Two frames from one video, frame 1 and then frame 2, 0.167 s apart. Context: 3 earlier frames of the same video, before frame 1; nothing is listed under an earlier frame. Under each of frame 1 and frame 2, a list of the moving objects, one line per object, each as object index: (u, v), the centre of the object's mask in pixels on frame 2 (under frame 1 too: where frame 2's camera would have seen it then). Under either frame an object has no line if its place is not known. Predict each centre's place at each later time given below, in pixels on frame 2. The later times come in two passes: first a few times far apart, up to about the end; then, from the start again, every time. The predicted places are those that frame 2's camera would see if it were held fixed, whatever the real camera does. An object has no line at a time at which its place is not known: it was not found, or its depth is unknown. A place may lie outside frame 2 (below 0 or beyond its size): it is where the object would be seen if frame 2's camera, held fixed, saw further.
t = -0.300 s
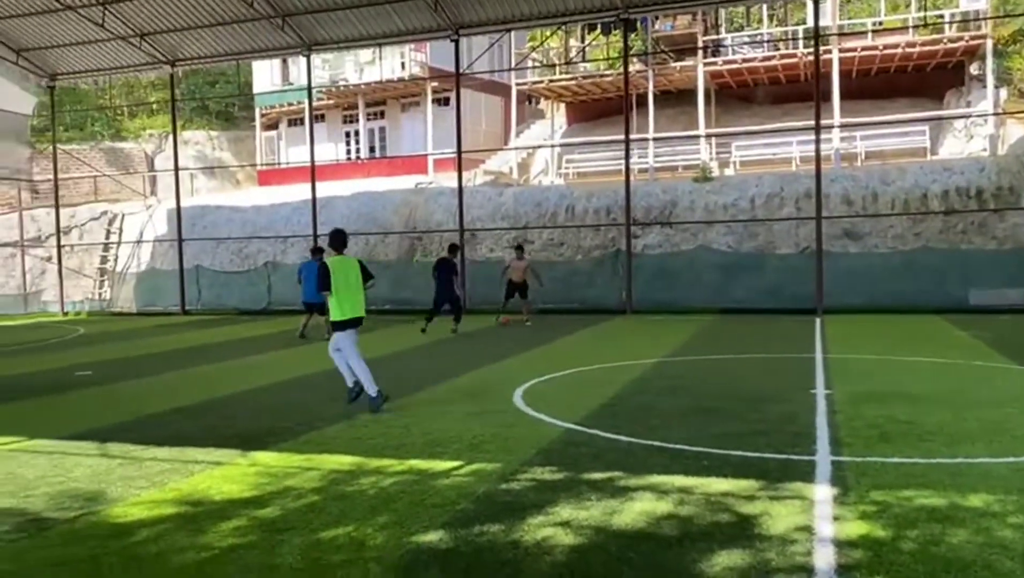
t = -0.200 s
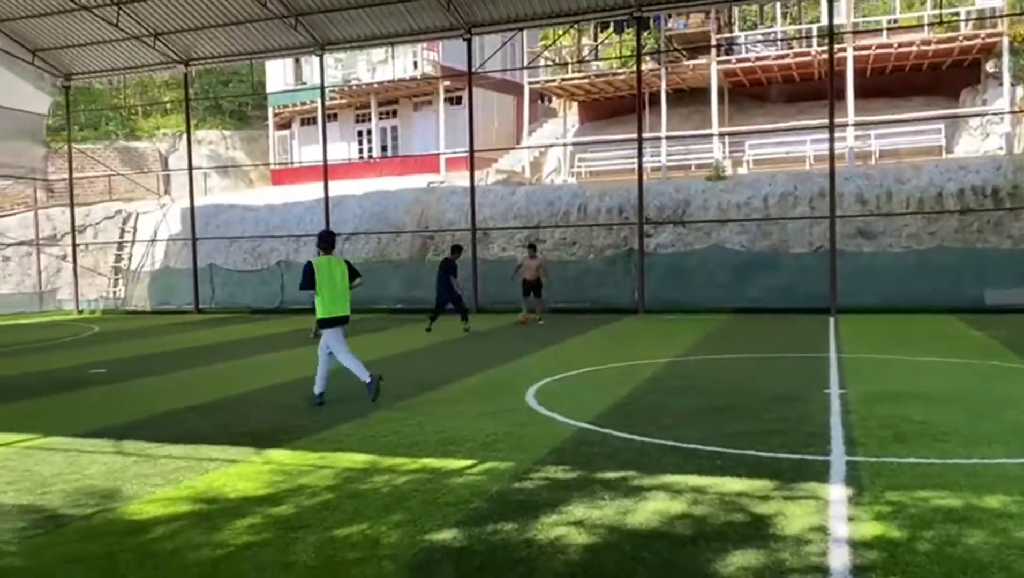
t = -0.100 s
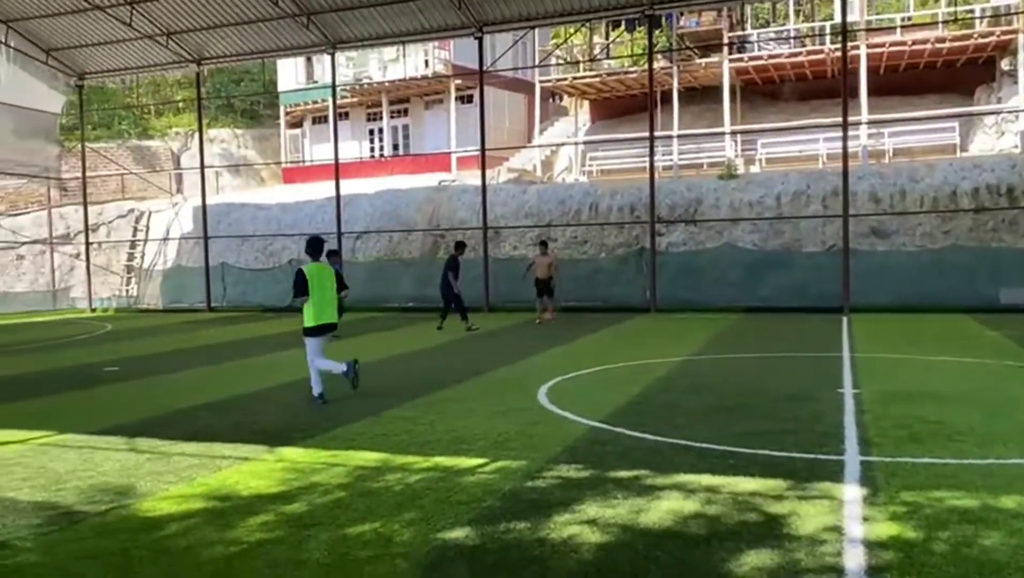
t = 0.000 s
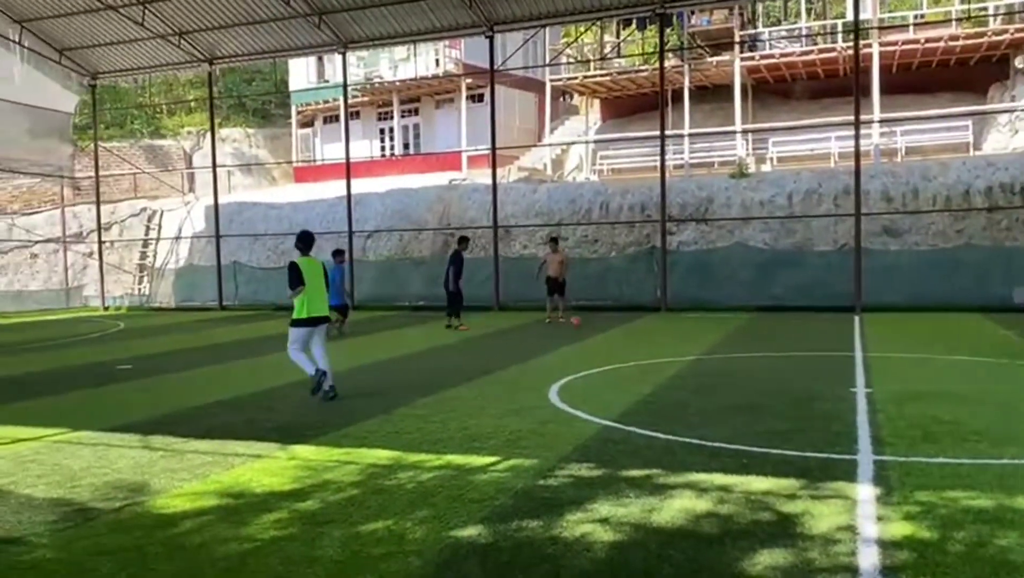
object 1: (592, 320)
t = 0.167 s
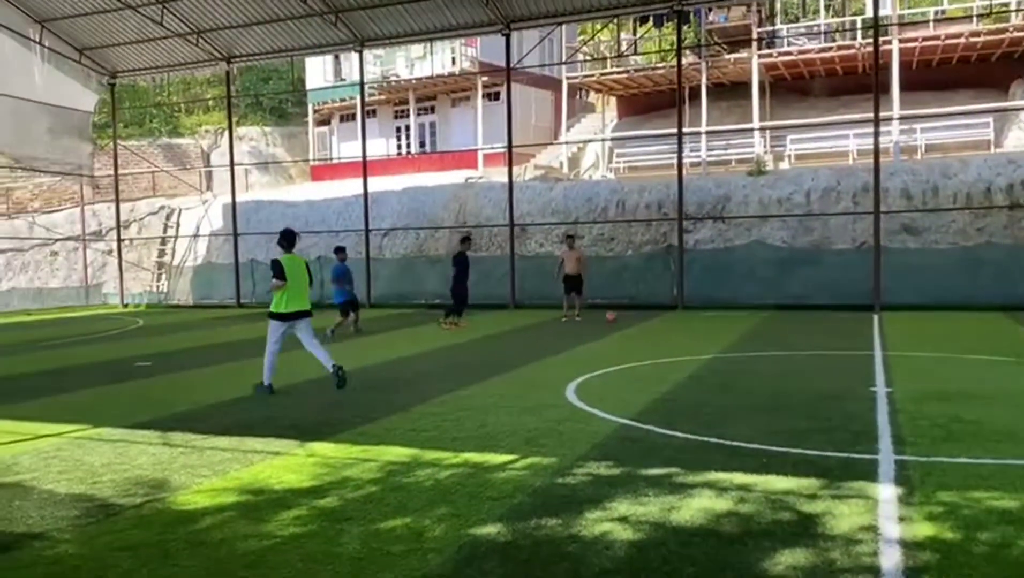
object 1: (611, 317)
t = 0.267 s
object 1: (621, 320)
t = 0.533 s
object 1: (646, 320)
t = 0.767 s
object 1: (666, 329)
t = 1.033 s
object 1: (692, 334)
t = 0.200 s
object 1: (614, 317)
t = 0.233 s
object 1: (618, 318)
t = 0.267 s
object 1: (621, 320)
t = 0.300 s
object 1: (624, 321)
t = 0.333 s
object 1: (629, 324)
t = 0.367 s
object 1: (633, 327)
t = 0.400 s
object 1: (635, 325)
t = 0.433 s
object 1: (638, 322)
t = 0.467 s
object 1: (640, 321)
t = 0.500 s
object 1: (643, 320)
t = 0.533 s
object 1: (646, 320)
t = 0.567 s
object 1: (649, 321)
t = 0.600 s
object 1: (652, 322)
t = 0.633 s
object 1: (654, 325)
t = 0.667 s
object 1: (656, 326)
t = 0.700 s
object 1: (659, 331)
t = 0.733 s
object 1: (663, 330)
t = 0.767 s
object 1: (666, 329)
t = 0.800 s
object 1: (669, 329)
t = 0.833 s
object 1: (672, 330)
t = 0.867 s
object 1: (675, 331)
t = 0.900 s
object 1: (678, 333)
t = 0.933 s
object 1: (681, 333)
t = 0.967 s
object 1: (685, 333)
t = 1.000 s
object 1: (689, 334)
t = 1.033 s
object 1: (692, 334)
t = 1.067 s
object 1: (696, 335)
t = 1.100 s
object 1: (700, 335)
